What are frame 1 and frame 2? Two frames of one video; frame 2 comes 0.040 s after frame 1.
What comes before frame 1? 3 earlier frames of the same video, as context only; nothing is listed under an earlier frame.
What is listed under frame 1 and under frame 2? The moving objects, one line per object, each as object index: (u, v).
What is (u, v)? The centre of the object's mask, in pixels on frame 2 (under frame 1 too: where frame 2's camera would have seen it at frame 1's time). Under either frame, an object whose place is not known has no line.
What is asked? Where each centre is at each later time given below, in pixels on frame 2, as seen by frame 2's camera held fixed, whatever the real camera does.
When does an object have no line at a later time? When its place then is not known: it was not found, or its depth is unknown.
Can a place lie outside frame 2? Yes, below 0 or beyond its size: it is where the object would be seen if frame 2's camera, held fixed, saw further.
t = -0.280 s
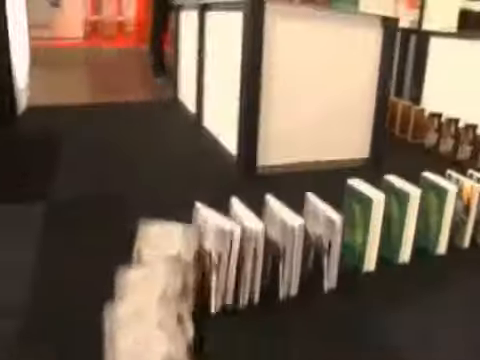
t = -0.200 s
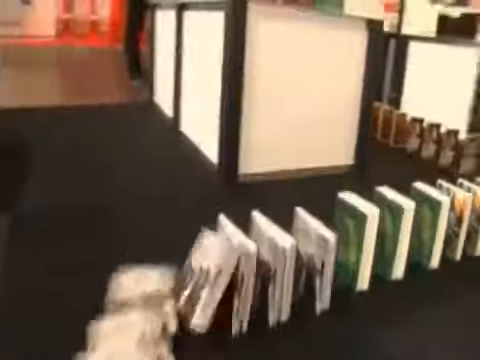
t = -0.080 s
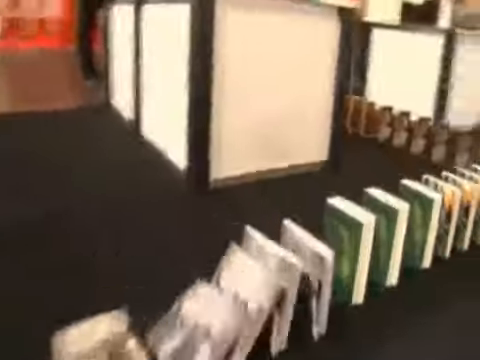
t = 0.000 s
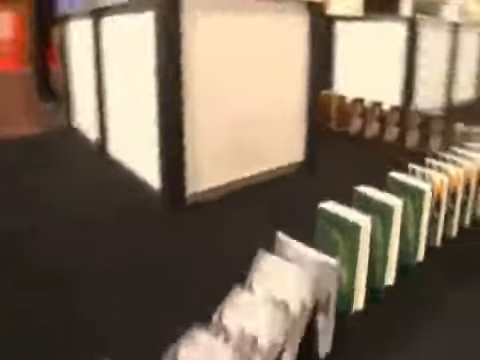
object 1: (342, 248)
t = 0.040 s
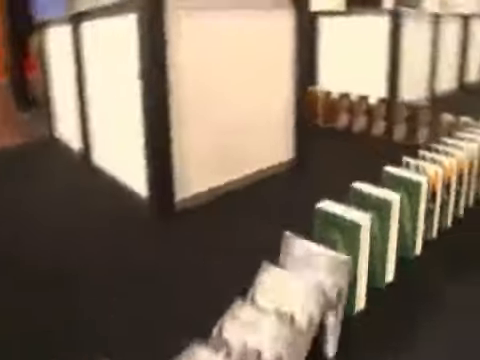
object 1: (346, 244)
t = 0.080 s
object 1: (348, 238)
